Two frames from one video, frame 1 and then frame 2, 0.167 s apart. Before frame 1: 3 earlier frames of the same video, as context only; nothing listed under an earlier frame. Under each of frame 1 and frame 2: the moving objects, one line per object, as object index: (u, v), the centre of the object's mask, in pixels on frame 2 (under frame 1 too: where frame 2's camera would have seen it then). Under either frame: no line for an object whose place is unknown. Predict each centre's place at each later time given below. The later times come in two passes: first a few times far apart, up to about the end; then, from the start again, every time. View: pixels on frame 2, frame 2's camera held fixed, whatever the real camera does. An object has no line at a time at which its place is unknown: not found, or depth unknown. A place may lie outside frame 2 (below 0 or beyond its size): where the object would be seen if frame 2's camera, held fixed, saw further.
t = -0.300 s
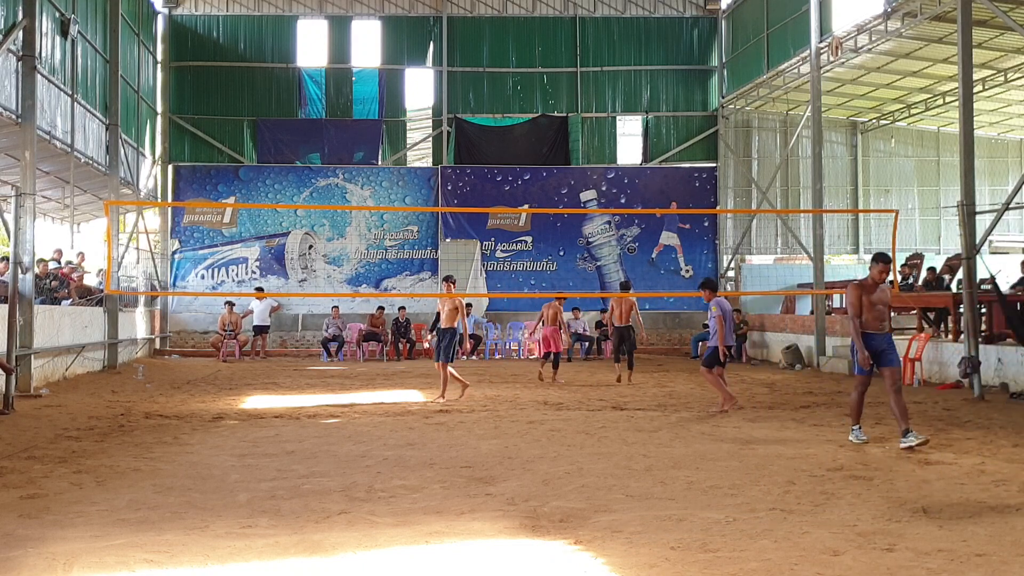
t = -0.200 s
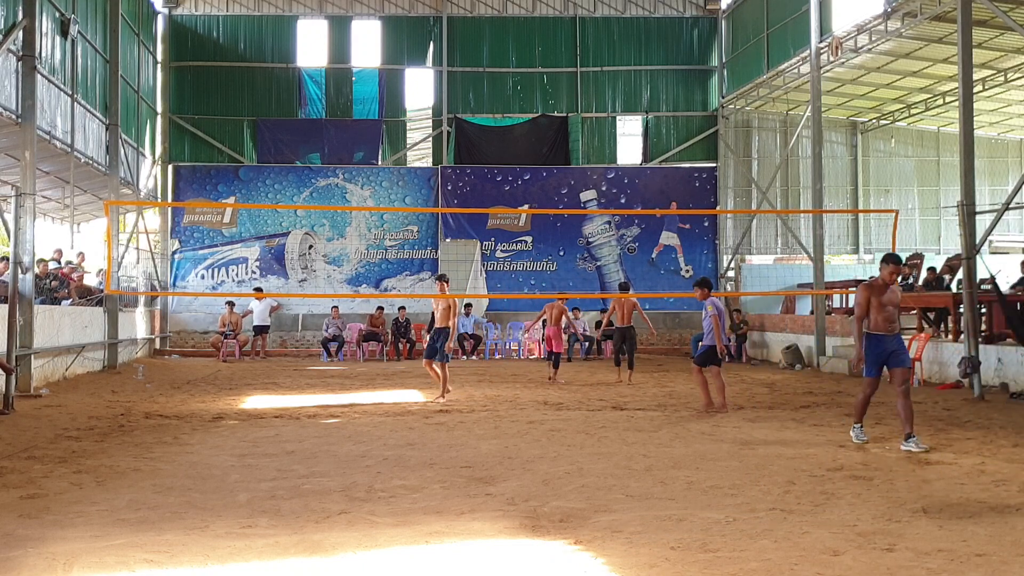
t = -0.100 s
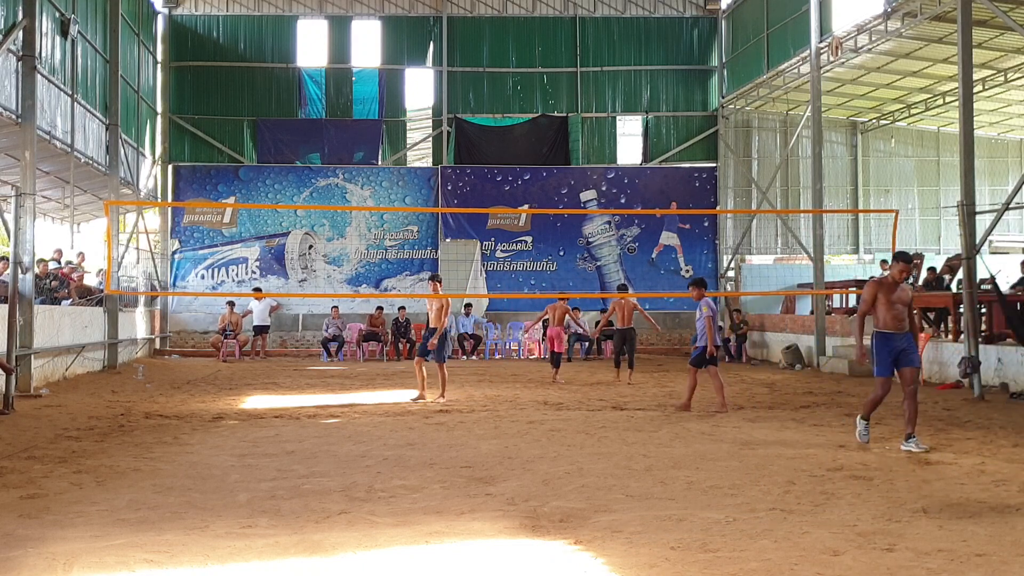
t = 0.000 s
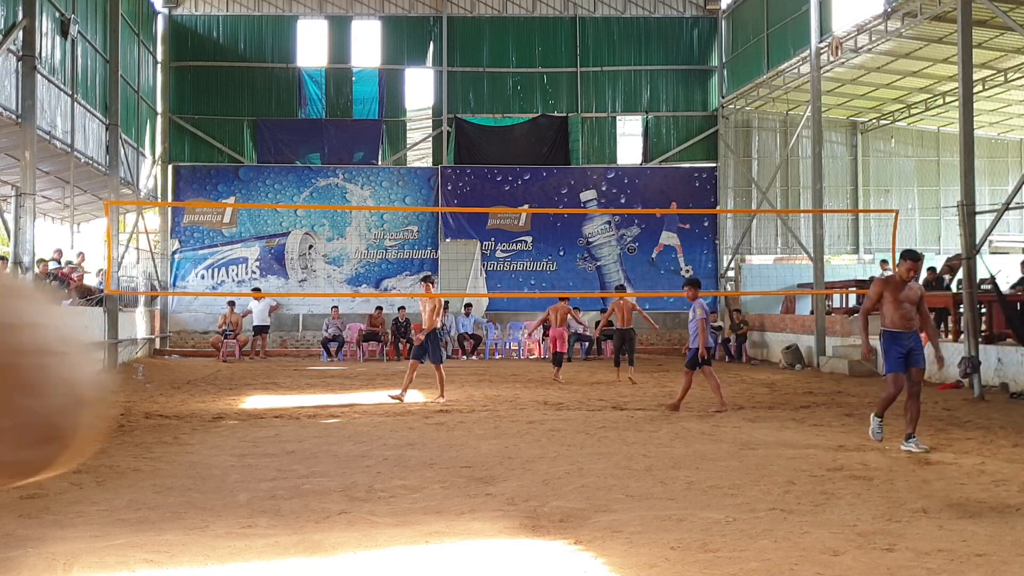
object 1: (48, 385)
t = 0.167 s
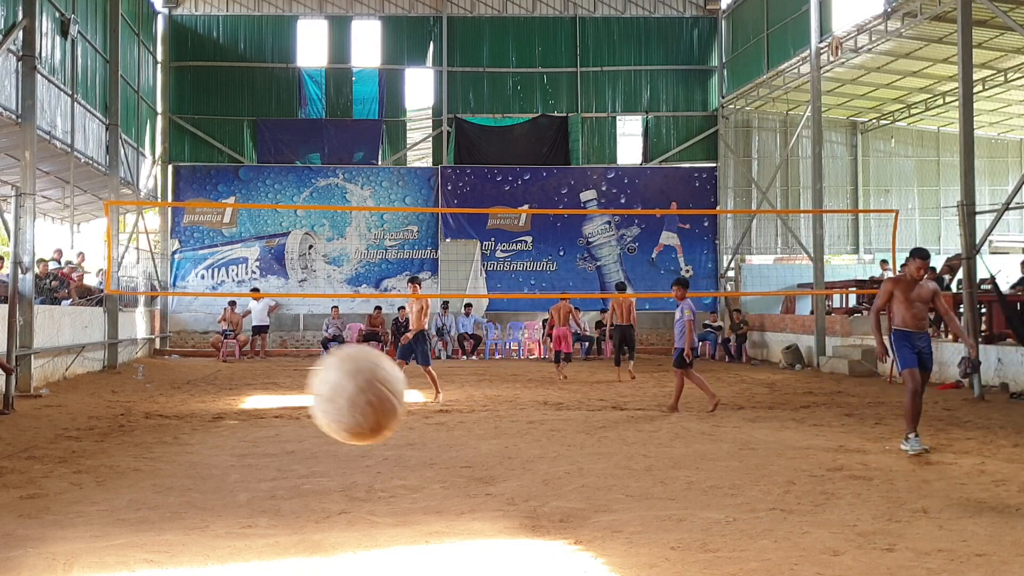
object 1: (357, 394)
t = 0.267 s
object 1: (430, 440)
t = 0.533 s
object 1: (521, 498)
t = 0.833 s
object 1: (571, 385)
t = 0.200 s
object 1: (387, 408)
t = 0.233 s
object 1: (411, 424)
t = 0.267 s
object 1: (430, 440)
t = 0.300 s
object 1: (447, 457)
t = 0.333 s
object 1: (462, 475)
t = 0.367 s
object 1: (475, 494)
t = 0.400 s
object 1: (486, 512)
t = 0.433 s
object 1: (497, 529)
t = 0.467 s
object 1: (512, 554)
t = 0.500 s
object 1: (514, 523)
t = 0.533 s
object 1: (521, 498)
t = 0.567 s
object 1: (527, 474)
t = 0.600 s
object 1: (534, 453)
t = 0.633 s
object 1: (540, 436)
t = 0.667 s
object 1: (546, 421)
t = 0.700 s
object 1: (551, 409)
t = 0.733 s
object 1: (556, 400)
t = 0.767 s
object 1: (561, 393)
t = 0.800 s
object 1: (566, 388)
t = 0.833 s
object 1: (571, 385)
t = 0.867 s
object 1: (575, 385)
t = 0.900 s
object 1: (580, 386)
